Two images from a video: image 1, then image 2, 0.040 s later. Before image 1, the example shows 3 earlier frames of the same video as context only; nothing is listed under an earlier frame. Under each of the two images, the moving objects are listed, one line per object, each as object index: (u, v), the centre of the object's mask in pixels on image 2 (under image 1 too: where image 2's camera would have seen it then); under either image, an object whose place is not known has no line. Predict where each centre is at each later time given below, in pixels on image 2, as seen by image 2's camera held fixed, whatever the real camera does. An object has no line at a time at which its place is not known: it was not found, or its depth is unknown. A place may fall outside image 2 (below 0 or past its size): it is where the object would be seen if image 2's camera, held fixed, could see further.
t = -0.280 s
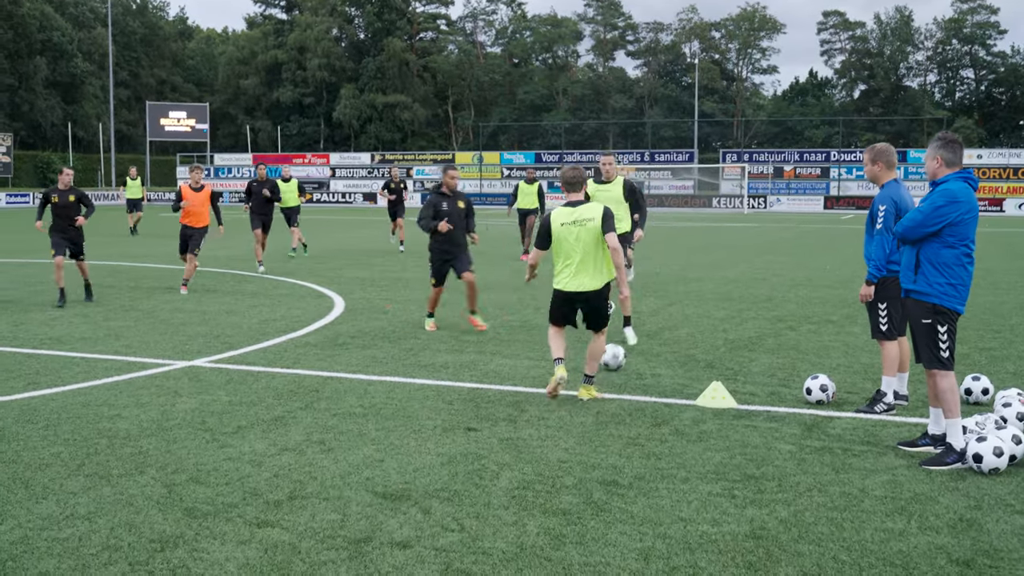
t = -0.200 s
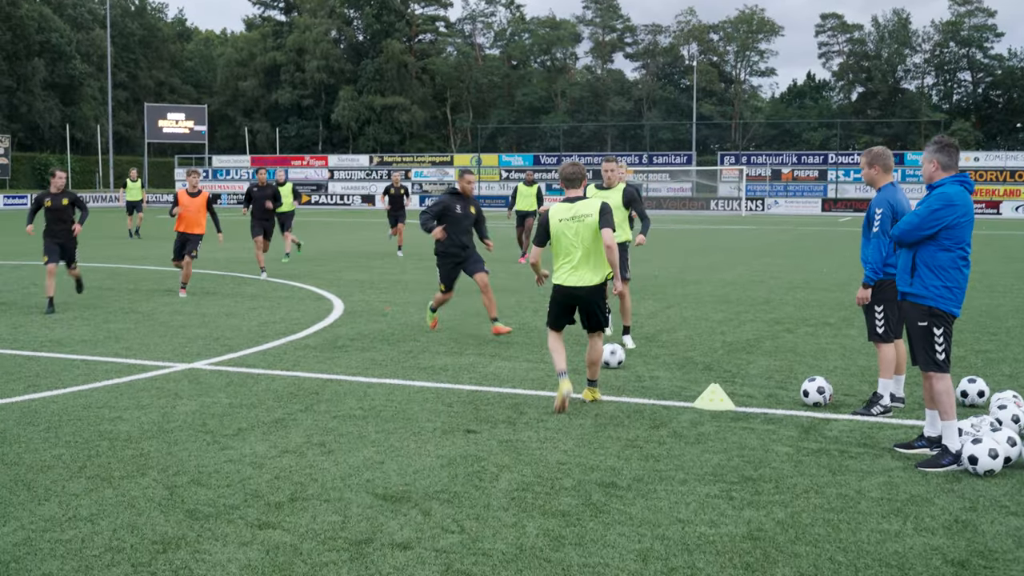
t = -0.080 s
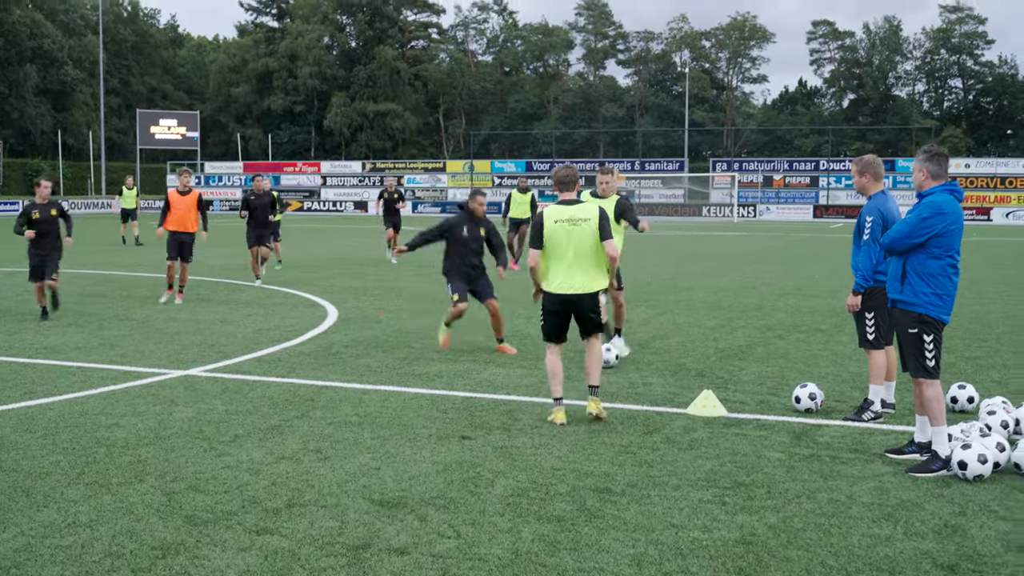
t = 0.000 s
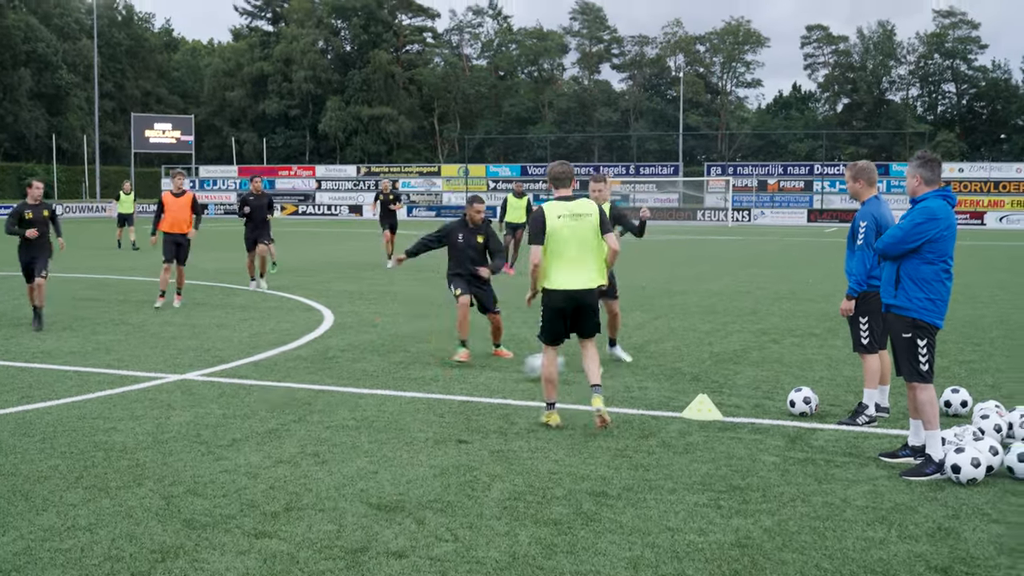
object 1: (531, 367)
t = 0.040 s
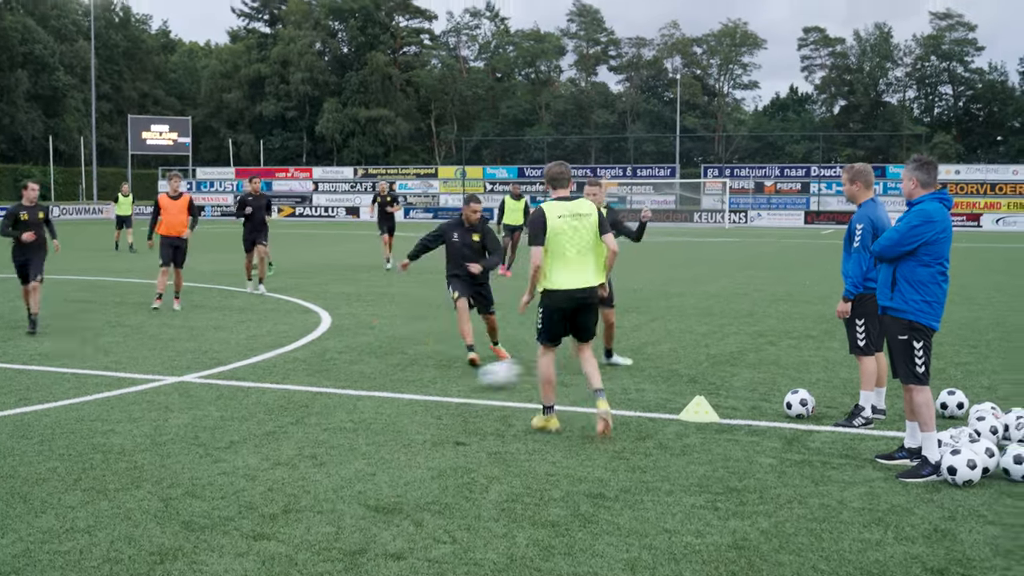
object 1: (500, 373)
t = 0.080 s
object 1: (457, 382)
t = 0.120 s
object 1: (413, 385)
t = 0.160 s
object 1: (367, 391)
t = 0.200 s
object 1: (317, 398)
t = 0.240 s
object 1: (266, 407)
